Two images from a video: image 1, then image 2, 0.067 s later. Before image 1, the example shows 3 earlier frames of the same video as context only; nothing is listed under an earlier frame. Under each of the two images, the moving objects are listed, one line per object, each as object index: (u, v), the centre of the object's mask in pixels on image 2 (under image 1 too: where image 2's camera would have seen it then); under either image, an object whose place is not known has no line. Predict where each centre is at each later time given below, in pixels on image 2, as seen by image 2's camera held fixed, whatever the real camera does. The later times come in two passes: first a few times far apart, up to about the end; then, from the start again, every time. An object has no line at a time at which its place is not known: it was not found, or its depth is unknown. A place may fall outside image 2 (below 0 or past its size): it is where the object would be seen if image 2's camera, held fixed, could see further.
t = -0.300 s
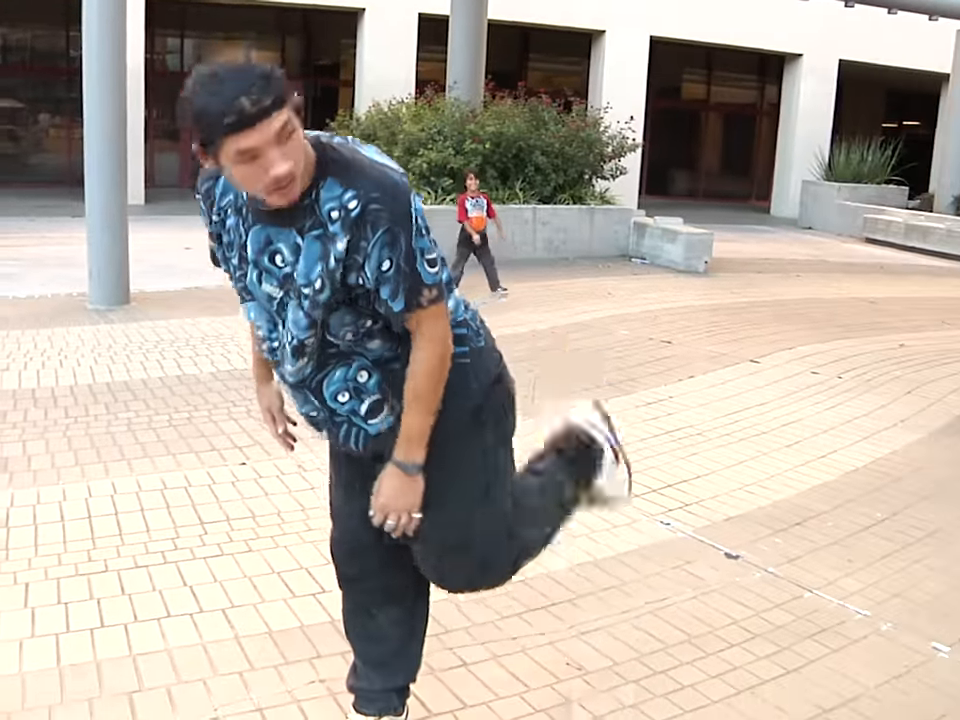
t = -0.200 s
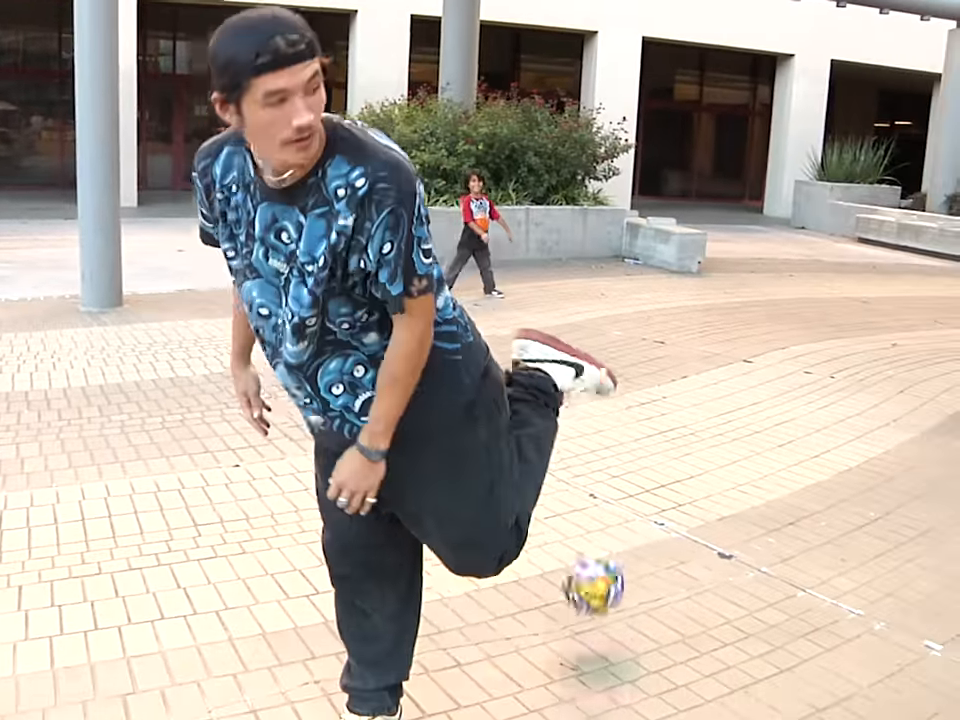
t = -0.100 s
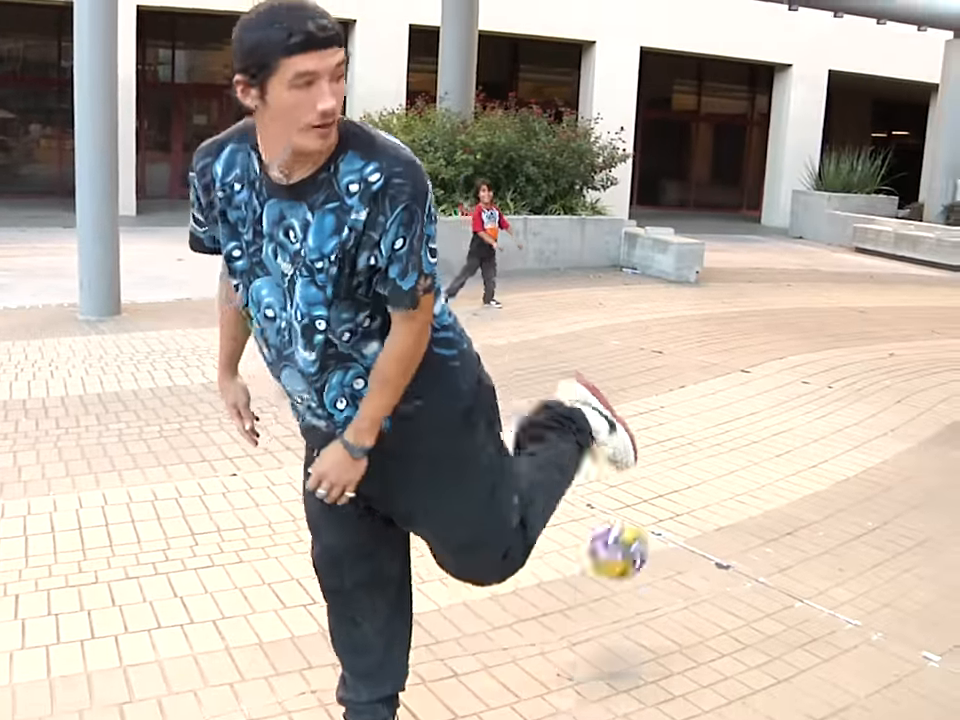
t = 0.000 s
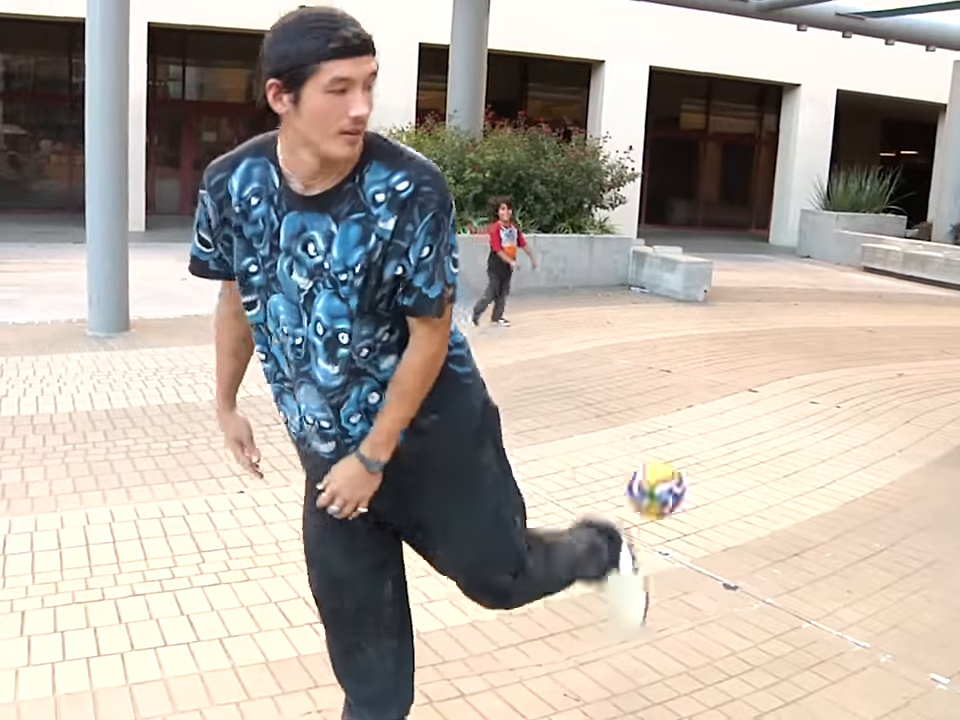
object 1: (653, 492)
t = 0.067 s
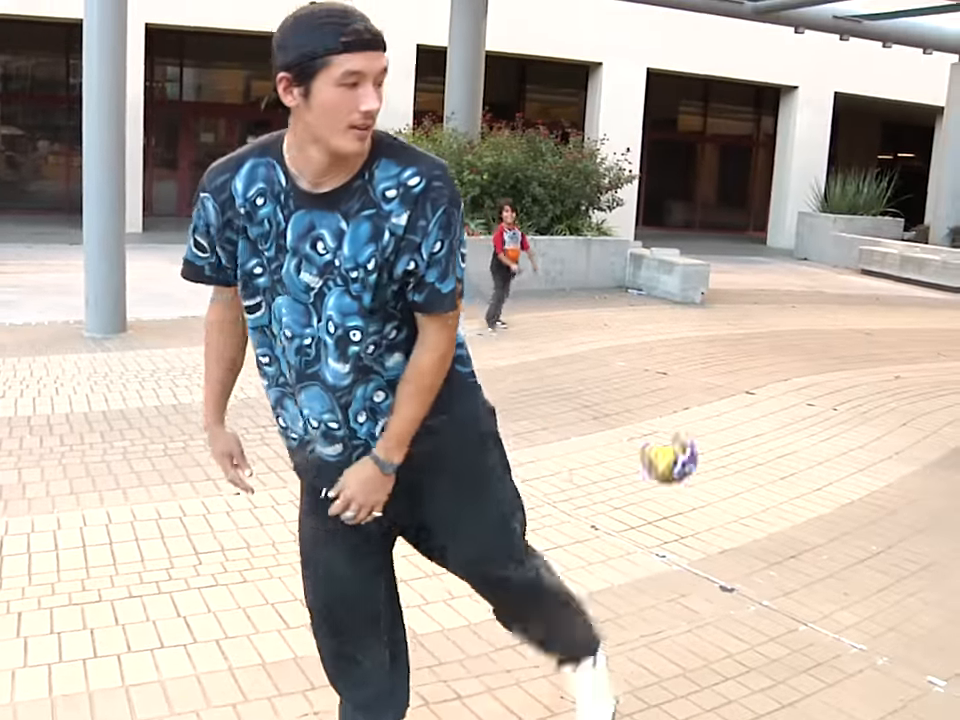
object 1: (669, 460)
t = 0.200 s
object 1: (696, 426)
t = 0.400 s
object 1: (721, 467)
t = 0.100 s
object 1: (677, 443)
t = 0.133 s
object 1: (684, 434)
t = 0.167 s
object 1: (690, 428)
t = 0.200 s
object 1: (696, 426)
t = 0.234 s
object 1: (700, 425)
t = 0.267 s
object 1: (706, 429)
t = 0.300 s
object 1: (711, 434)
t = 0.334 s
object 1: (716, 444)
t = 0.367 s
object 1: (719, 454)
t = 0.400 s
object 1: (721, 467)
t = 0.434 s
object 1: (724, 483)
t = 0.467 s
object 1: (726, 502)
